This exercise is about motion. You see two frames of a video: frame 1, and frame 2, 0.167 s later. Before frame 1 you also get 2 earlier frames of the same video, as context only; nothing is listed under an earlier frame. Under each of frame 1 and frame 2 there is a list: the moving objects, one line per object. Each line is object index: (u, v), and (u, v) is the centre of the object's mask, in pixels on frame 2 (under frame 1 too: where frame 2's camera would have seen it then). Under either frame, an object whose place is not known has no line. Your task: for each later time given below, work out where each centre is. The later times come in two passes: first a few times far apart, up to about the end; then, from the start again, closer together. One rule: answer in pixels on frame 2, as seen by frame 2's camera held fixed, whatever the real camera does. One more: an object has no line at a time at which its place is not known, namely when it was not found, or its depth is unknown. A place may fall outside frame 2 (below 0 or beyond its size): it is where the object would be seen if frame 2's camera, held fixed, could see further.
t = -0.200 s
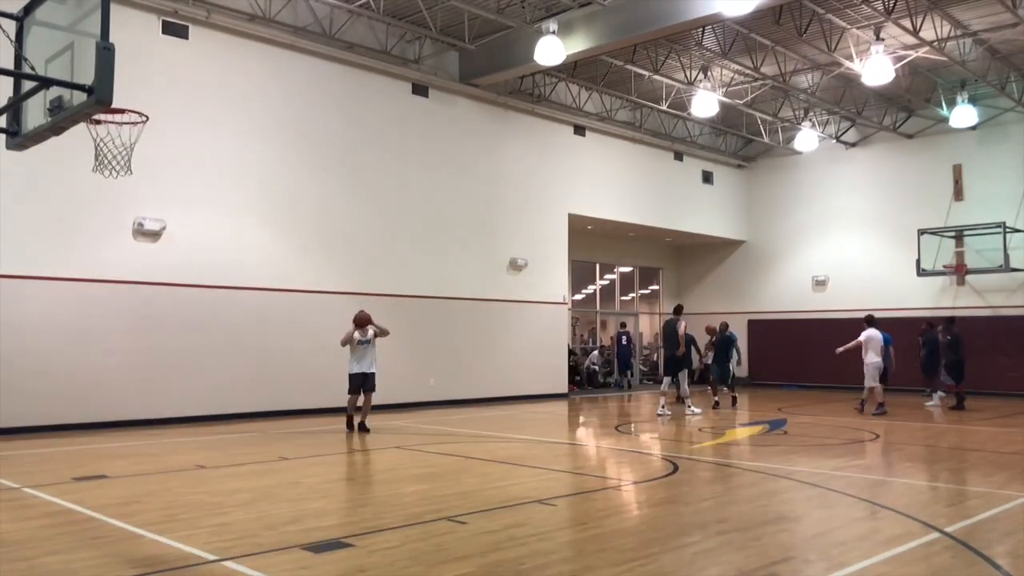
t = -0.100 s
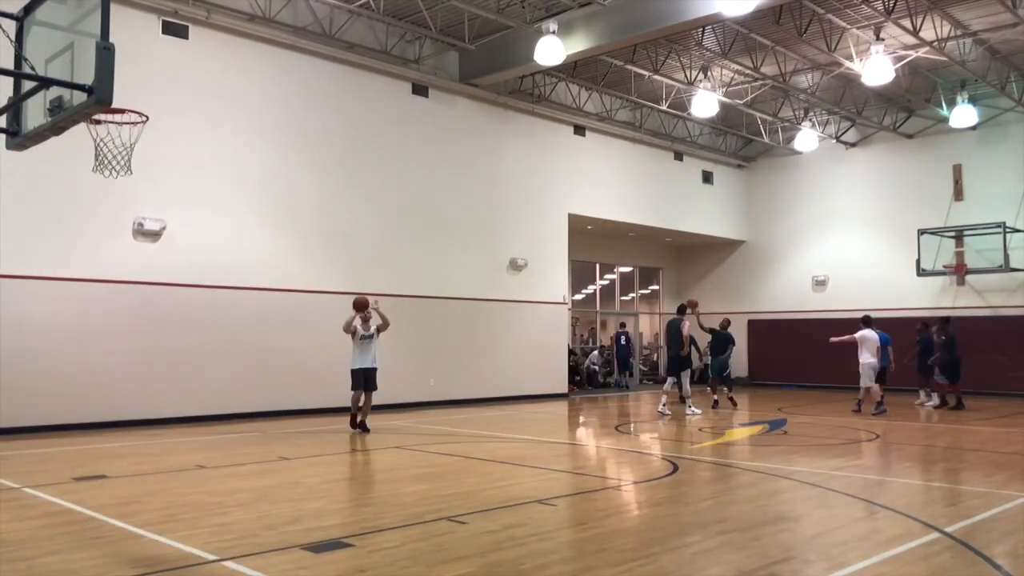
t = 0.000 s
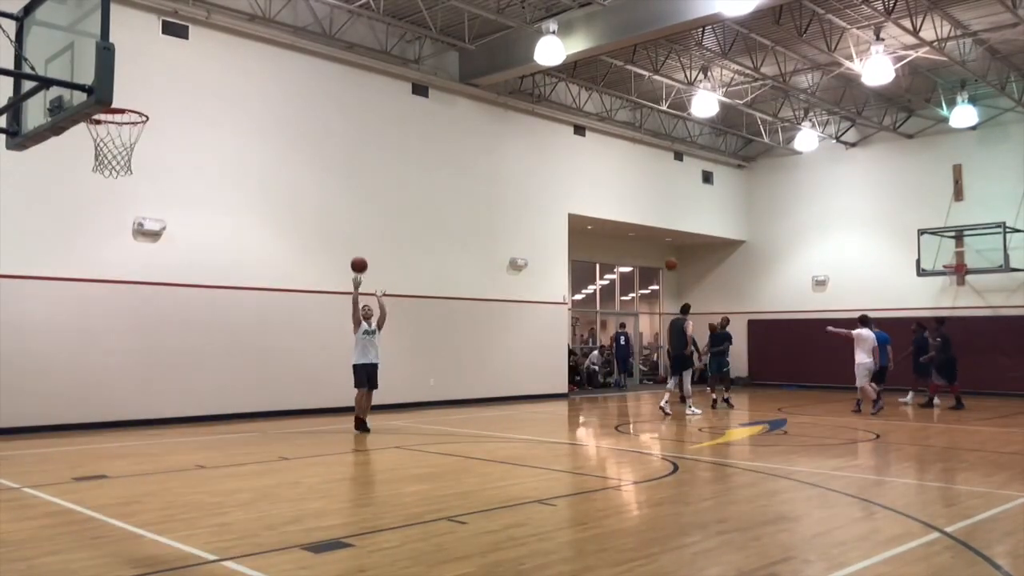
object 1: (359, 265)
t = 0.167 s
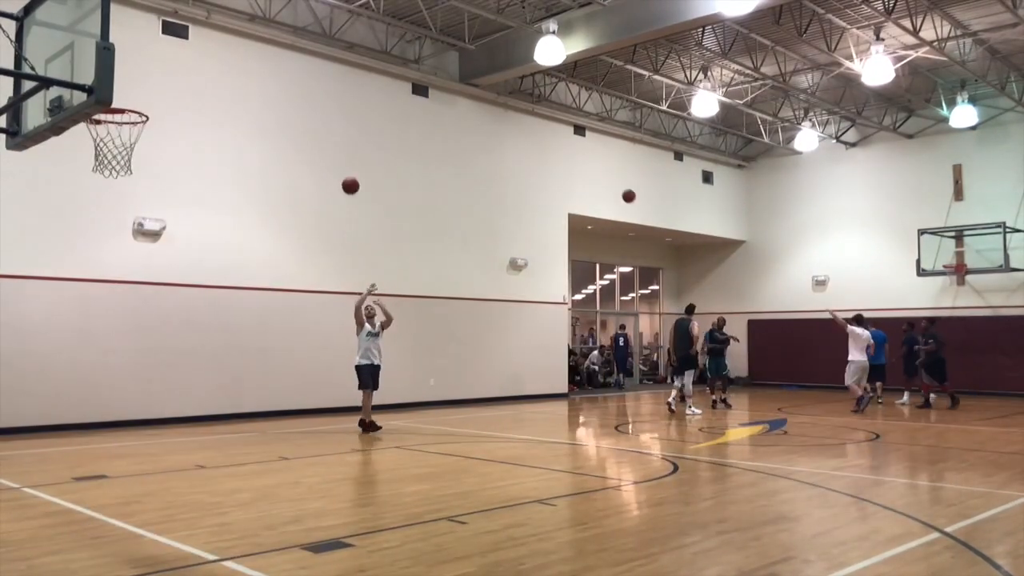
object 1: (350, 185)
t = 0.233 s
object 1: (347, 158)
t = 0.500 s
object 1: (331, 72)
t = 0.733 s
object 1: (316, 36)
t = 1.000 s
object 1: (296, 46)
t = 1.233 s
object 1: (275, 107)
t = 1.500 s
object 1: (246, 248)
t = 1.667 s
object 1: (223, 388)
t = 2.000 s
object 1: (202, 331)
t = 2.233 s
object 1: (193, 253)
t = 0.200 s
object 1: (348, 171)
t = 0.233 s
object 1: (347, 158)
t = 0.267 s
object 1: (345, 145)
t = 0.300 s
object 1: (343, 133)
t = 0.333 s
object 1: (341, 121)
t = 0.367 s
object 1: (339, 110)
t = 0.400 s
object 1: (337, 99)
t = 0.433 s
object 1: (335, 90)
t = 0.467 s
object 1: (333, 81)
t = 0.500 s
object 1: (331, 72)
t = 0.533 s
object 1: (329, 65)
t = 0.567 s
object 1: (327, 58)
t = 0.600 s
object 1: (325, 52)
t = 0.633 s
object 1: (323, 47)
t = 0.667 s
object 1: (321, 42)
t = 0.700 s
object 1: (318, 39)
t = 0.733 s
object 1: (316, 36)
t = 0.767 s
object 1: (314, 34)
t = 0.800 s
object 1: (311, 33)
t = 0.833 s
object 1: (309, 33)
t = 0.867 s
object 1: (306, 34)
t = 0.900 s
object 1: (304, 35)
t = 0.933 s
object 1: (301, 37)
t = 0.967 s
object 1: (299, 41)
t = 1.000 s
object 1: (296, 46)
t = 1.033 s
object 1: (293, 51)
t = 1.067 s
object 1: (290, 57)
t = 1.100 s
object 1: (288, 65)
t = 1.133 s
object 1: (285, 74)
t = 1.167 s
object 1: (281, 84)
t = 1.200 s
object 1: (278, 95)
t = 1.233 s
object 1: (275, 107)
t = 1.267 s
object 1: (272, 121)
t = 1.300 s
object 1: (269, 136)
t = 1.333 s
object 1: (265, 152)
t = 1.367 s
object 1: (262, 165)
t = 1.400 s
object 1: (259, 183)
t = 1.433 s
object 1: (255, 203)
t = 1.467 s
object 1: (251, 225)
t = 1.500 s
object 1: (246, 248)
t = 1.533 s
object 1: (242, 272)
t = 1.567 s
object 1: (238, 299)
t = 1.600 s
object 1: (233, 326)
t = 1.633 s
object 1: (228, 356)
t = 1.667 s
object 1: (223, 388)
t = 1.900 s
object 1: (205, 381)
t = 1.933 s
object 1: (206, 363)
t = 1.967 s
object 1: (204, 347)
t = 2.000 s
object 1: (202, 331)
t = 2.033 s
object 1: (201, 316)
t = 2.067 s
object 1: (200, 303)
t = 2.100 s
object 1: (199, 291)
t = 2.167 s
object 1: (196, 269)
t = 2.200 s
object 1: (195, 261)
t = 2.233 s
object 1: (193, 253)
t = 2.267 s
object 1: (192, 247)
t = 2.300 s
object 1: (191, 242)
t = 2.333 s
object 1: (189, 238)
